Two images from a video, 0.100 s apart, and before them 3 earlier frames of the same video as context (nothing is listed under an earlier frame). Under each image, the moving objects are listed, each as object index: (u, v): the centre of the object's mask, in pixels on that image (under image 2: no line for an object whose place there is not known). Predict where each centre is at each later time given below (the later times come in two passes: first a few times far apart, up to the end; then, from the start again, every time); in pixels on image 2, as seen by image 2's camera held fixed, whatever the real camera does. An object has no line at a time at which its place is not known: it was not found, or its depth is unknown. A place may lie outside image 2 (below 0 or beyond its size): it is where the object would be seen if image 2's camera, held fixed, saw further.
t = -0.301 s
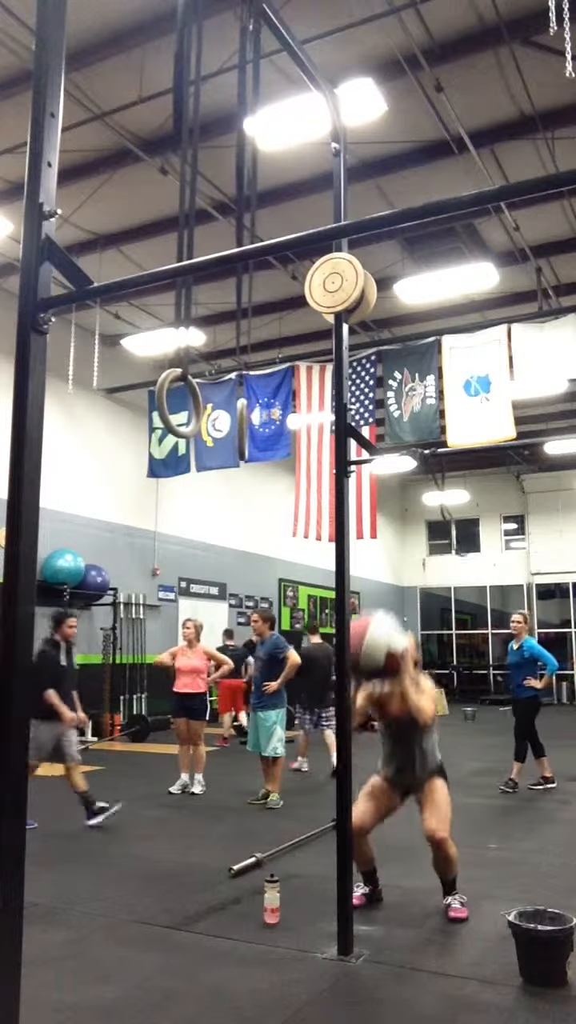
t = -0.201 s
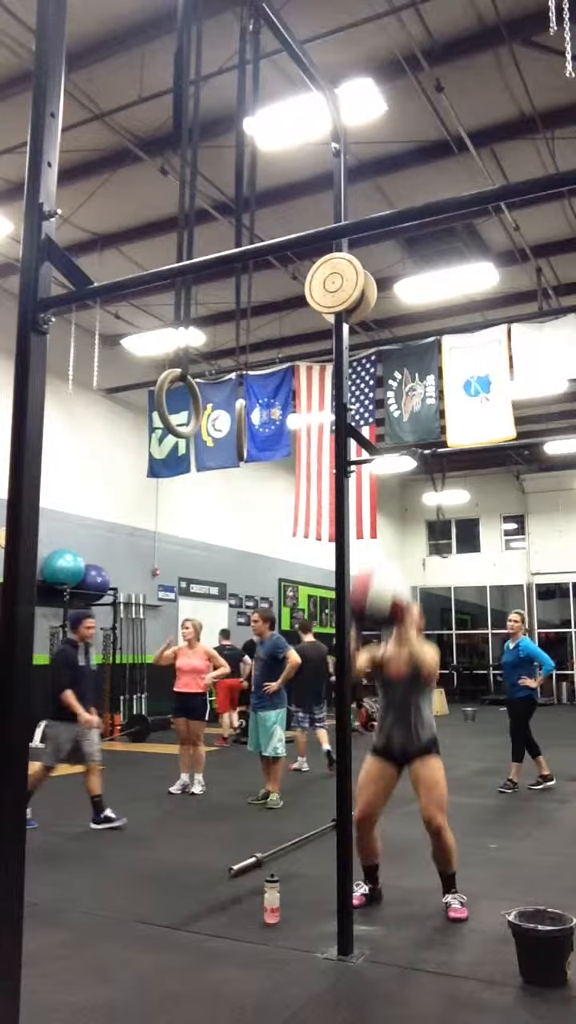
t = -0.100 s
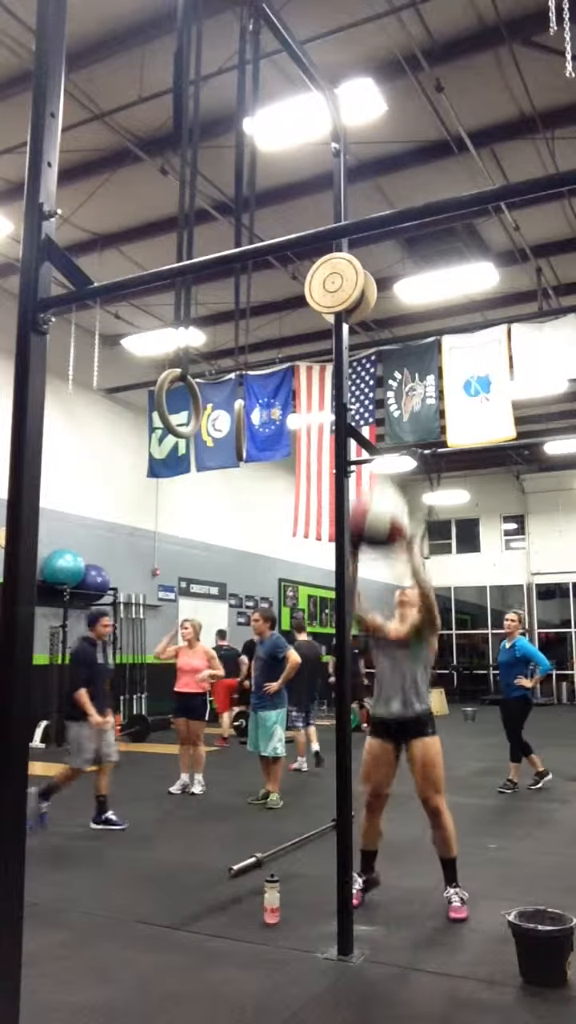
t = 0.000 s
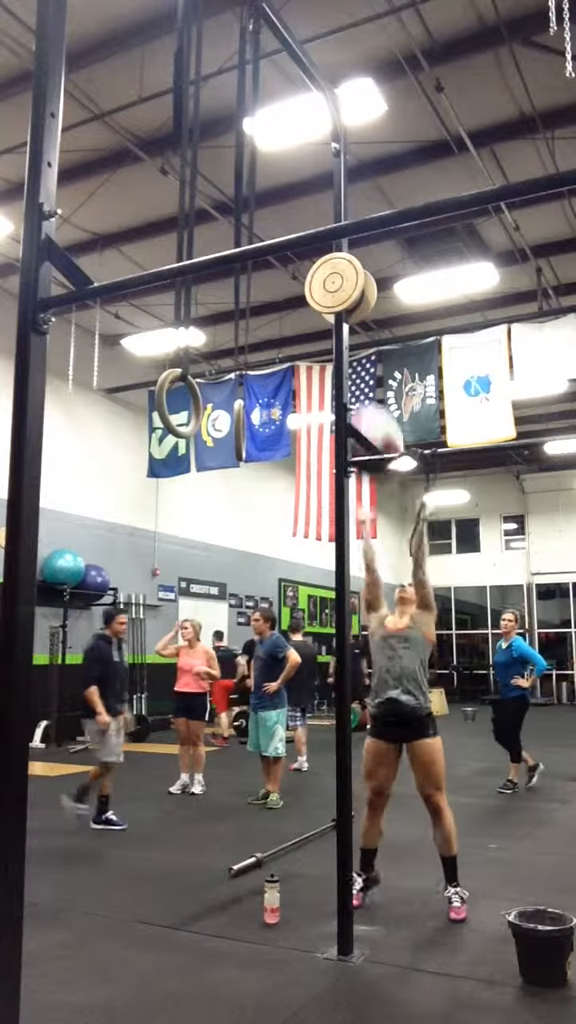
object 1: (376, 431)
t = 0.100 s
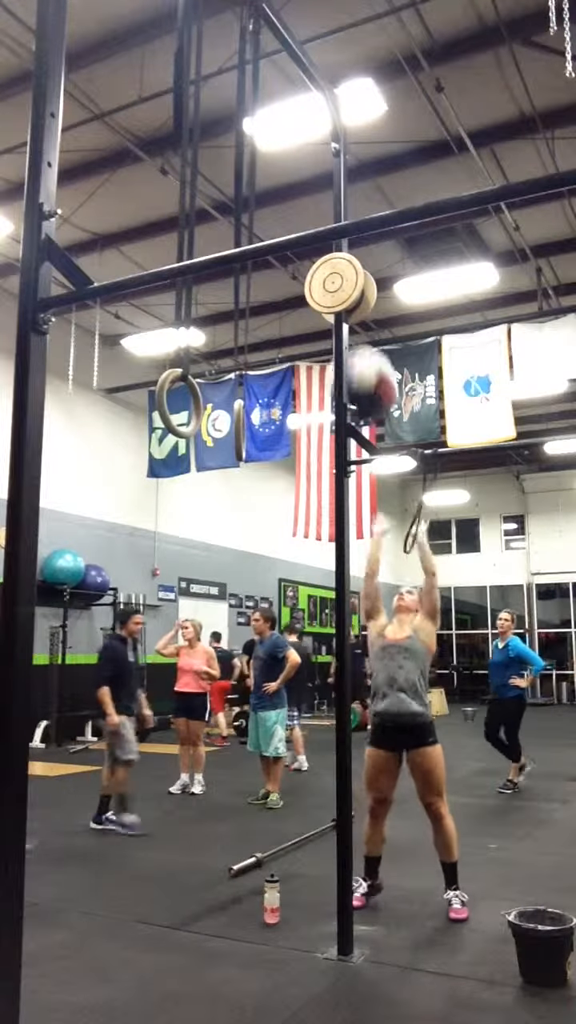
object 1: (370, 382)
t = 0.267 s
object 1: (369, 347)
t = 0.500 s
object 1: (380, 409)
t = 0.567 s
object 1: (389, 434)
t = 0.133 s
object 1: (368, 368)
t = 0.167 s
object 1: (367, 356)
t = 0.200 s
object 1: (368, 348)
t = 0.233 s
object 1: (368, 346)
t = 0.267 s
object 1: (369, 347)
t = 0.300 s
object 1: (369, 349)
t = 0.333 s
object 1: (370, 353)
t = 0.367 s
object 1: (371, 360)
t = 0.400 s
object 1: (372, 370)
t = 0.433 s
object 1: (374, 381)
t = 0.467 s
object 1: (376, 395)
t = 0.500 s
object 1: (380, 409)
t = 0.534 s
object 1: (385, 423)
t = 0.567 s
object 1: (389, 434)
